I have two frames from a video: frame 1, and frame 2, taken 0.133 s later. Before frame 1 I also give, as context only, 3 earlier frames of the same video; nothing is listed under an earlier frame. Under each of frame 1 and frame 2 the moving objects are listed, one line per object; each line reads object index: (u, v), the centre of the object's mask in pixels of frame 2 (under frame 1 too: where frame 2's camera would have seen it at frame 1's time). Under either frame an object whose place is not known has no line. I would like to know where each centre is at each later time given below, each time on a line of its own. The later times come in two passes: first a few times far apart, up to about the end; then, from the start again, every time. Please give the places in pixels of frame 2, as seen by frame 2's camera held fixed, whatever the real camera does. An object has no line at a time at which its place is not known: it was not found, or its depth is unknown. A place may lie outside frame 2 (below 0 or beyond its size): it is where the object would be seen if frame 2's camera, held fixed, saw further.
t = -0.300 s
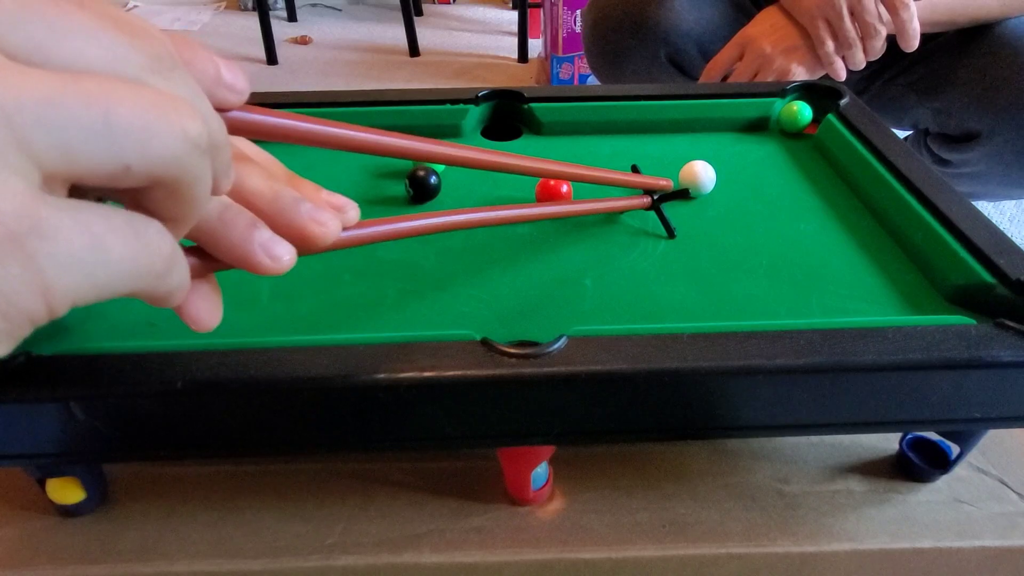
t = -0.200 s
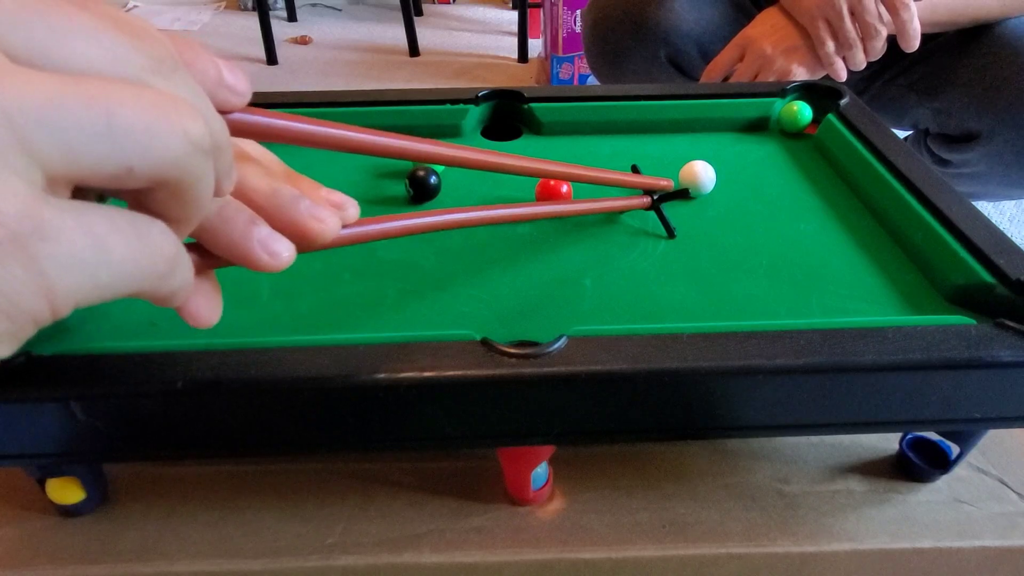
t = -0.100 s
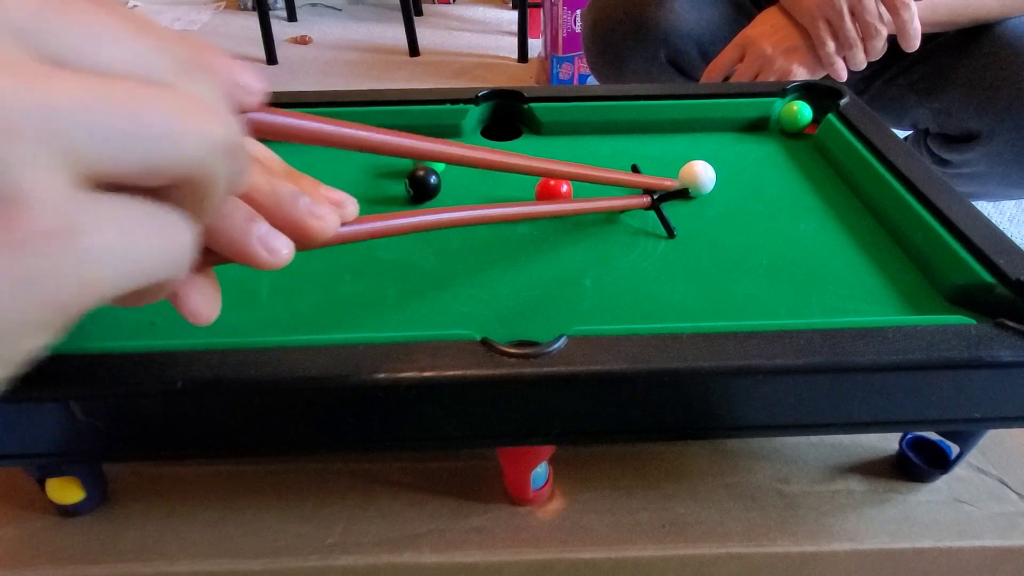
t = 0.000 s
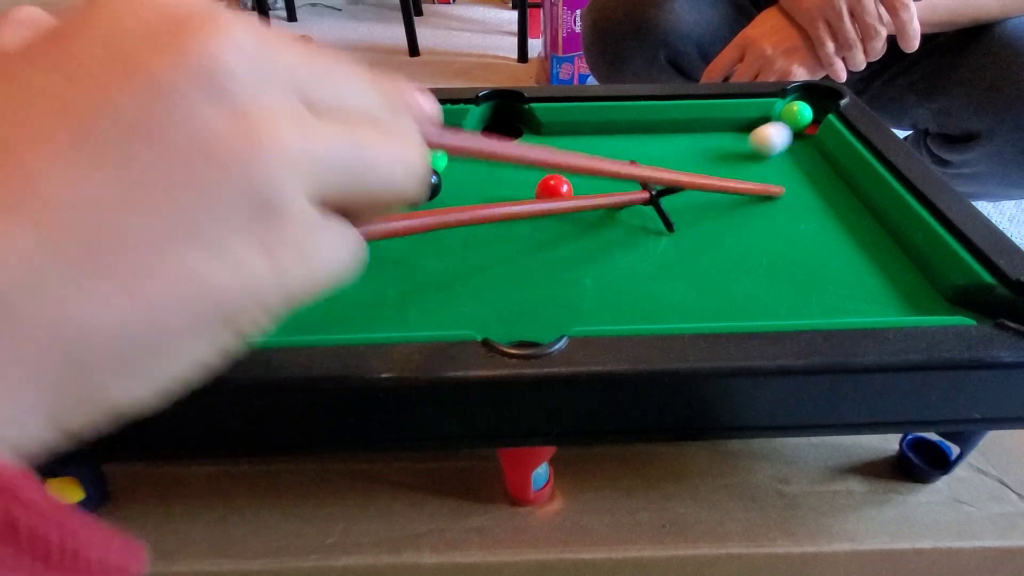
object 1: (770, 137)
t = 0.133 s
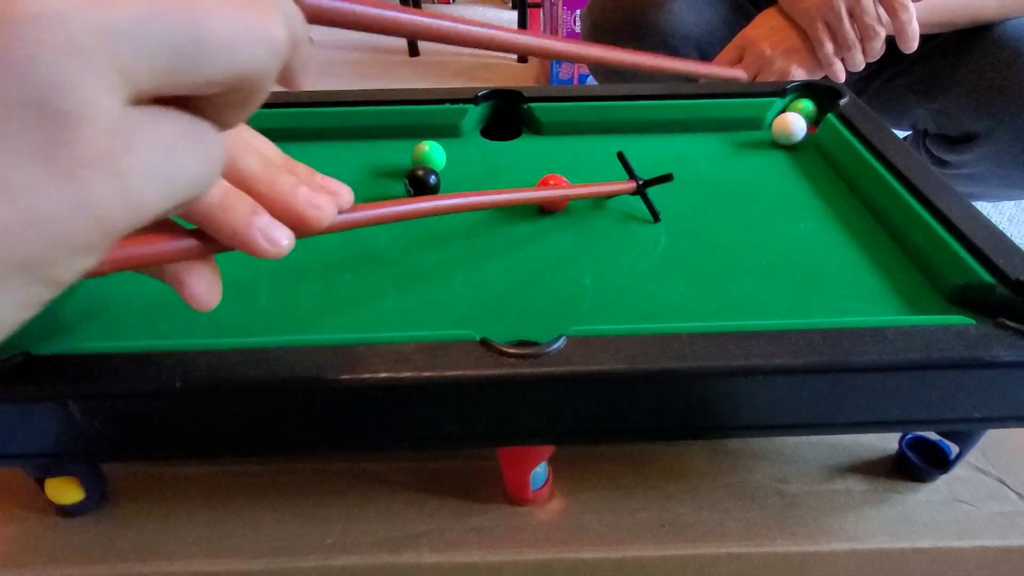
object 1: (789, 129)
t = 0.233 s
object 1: (784, 128)
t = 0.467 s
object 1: (781, 128)
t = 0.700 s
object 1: (780, 128)
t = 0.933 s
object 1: (780, 128)
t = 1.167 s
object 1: (780, 128)
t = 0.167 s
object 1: (786, 128)
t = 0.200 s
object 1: (785, 128)
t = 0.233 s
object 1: (784, 128)
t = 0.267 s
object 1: (782, 128)
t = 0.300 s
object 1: (781, 128)
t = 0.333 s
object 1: (781, 128)
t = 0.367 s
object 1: (780, 128)
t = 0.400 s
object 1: (780, 128)
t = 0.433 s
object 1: (780, 128)
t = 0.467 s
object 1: (781, 128)
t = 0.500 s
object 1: (781, 128)
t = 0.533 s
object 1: (781, 128)
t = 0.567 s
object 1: (781, 128)
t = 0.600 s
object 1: (781, 128)
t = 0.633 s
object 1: (781, 128)
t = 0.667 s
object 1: (780, 128)
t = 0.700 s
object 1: (780, 128)
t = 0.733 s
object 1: (781, 128)
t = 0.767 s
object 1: (781, 128)
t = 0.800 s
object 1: (780, 128)
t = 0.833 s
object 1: (780, 128)
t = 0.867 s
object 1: (780, 128)
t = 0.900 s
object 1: (781, 128)
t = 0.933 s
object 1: (780, 128)
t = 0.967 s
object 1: (781, 128)
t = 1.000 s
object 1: (781, 128)
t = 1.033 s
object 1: (780, 128)
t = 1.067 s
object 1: (781, 128)
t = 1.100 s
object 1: (780, 128)
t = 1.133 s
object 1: (780, 128)
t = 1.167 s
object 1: (780, 128)
